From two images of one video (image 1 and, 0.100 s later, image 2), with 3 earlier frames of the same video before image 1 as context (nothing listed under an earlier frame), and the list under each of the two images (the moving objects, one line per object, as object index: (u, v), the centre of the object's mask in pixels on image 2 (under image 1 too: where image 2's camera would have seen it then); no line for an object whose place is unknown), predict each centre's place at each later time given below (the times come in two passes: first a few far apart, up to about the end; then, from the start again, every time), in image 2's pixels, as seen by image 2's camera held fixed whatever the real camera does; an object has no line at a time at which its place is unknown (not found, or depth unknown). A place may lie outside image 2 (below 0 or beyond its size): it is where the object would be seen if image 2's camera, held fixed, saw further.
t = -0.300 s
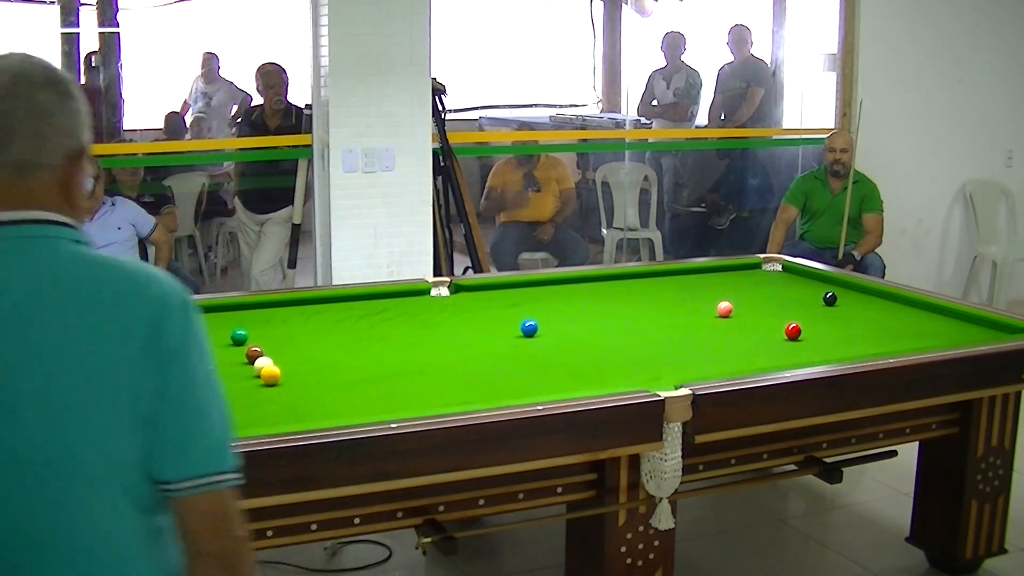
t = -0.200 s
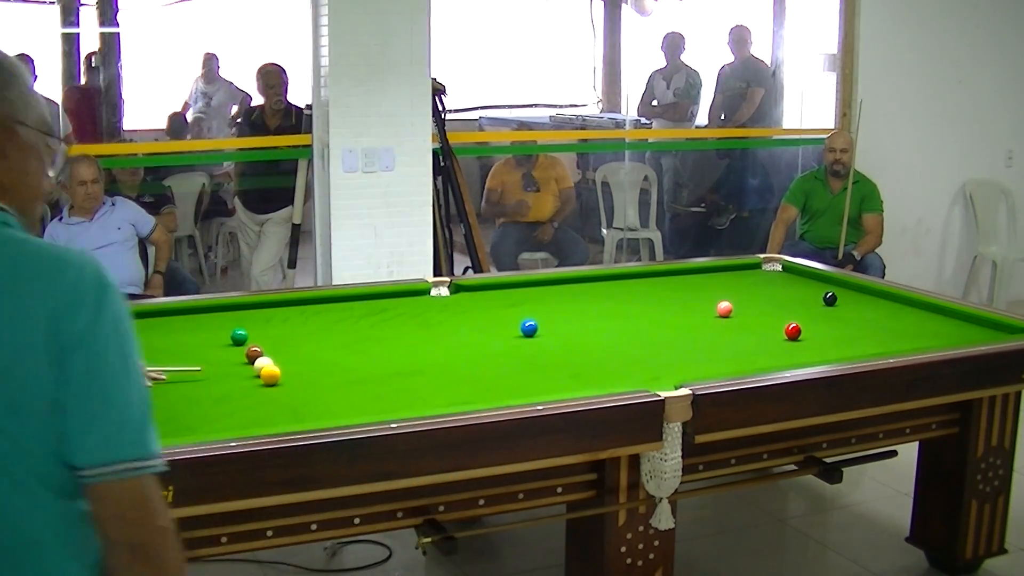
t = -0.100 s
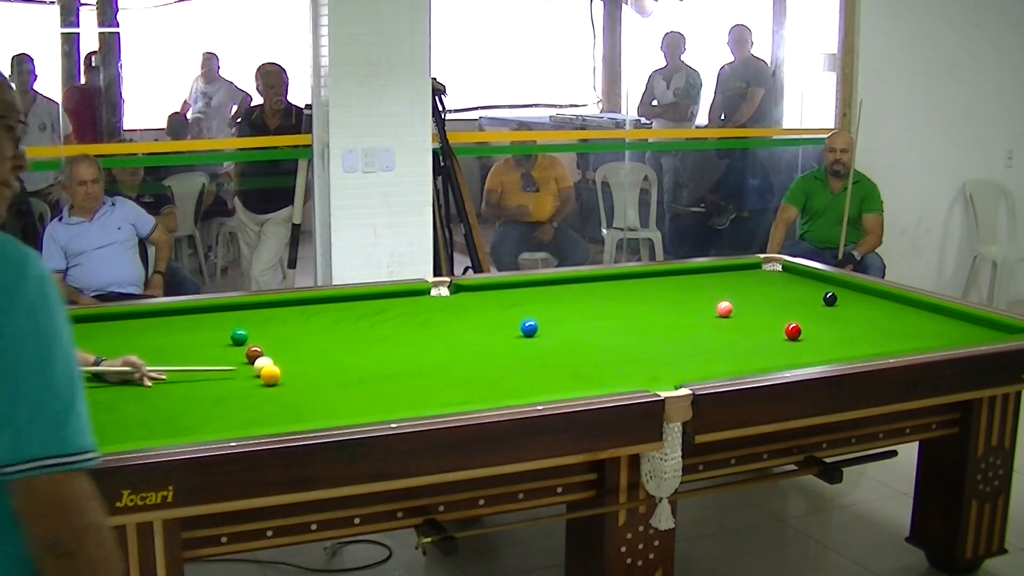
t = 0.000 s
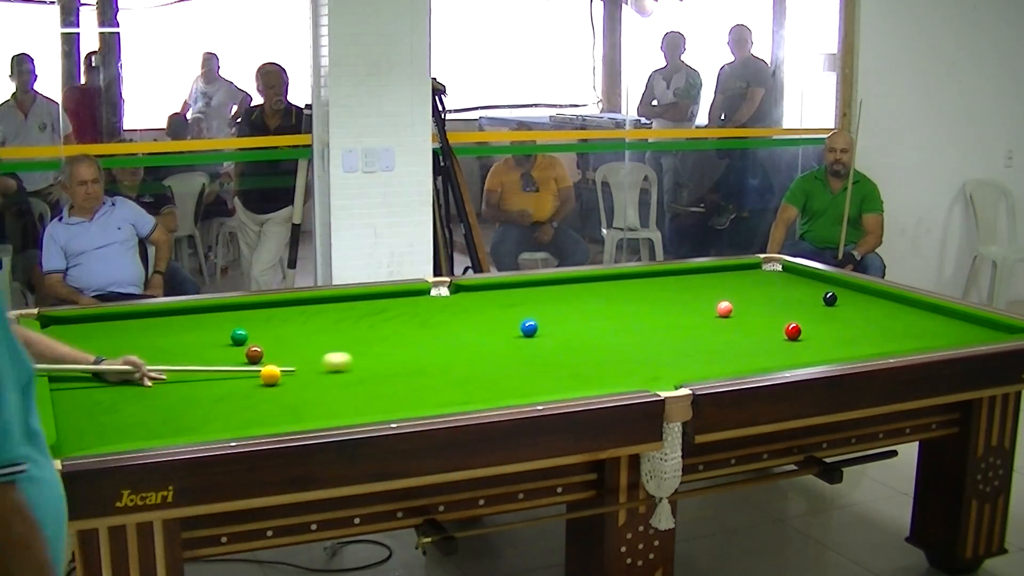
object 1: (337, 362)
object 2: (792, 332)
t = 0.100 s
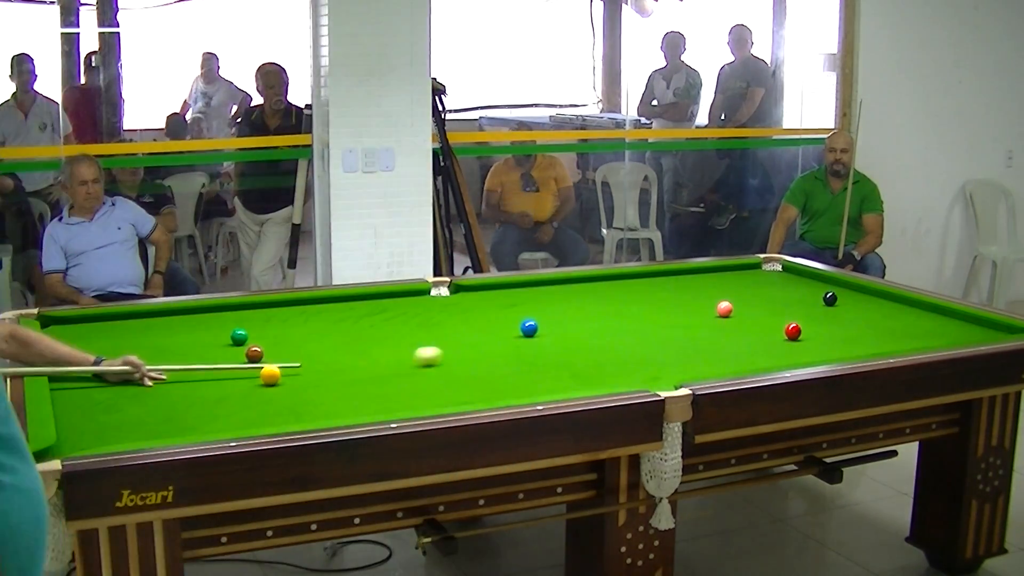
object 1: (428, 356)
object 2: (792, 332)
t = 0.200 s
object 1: (507, 351)
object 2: (793, 332)
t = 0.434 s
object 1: (651, 341)
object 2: (793, 332)
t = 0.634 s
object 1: (750, 334)
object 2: (793, 332)
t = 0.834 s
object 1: (785, 331)
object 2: (847, 328)
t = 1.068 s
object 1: (808, 329)
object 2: (912, 324)
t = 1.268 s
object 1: (827, 328)
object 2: (962, 320)
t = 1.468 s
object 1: (844, 326)
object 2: (958, 323)
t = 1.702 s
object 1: (863, 324)
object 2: (932, 328)
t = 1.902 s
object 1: (877, 323)
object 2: (911, 332)
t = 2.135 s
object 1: (893, 321)
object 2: (886, 337)
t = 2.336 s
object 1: (904, 320)
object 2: (865, 341)
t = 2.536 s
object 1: (915, 319)
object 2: (844, 345)
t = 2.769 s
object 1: (925, 318)
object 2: (820, 350)
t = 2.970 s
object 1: (933, 317)
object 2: (800, 354)
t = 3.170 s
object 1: (940, 317)
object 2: (781, 357)
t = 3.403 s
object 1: (946, 316)
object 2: (760, 360)
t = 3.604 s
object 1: (951, 315)
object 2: (742, 363)
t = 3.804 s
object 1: (954, 315)
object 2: (725, 366)
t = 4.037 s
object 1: (958, 315)
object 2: (706, 369)
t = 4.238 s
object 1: (958, 315)
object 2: (690, 372)
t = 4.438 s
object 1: (958, 315)
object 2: (676, 376)
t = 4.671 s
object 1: (958, 315)
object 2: (661, 380)
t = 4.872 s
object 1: (958, 315)
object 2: (649, 382)
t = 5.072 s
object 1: (958, 315)
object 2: (638, 382)
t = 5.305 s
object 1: (958, 315)
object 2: (627, 382)
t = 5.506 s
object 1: (958, 315)
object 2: (619, 383)
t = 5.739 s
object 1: (958, 315)
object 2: (611, 383)
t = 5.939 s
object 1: (958, 315)
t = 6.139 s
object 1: (958, 315)
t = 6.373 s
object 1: (958, 315)
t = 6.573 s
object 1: (959, 315)
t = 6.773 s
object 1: (958, 315)
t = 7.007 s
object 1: (958, 315)
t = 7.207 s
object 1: (959, 315)
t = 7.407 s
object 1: (959, 315)
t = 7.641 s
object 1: (958, 315)
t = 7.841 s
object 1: (959, 315)
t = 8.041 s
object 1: (959, 315)
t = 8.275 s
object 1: (959, 315)
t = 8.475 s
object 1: (959, 315)
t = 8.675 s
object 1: (959, 315)
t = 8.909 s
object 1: (959, 315)
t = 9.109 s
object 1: (959, 315)
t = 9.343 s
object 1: (959, 315)
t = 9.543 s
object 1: (959, 315)
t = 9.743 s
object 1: (959, 315)
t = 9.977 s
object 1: (959, 315)
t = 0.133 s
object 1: (455, 354)
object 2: (792, 332)
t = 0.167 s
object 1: (482, 353)
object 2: (792, 332)
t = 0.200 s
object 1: (507, 351)
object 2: (793, 332)
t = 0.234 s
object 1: (531, 349)
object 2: (792, 332)
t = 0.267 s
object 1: (553, 348)
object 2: (793, 332)
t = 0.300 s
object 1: (575, 346)
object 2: (792, 332)
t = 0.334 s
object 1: (596, 345)
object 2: (792, 332)
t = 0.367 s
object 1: (615, 344)
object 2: (792, 332)
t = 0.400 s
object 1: (634, 342)
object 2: (792, 332)
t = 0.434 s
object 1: (651, 341)
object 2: (793, 332)
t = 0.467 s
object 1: (669, 340)
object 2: (792, 332)
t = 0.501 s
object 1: (685, 339)
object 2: (792, 332)
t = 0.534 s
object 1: (702, 337)
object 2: (792, 332)
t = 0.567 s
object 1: (718, 336)
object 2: (792, 332)
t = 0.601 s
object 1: (734, 335)
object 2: (793, 332)
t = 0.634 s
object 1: (750, 334)
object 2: (793, 332)
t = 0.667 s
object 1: (766, 333)
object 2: (792, 332)
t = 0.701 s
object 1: (778, 332)
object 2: (796, 332)
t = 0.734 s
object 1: (778, 332)
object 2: (810, 331)
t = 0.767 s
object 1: (779, 332)
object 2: (823, 330)
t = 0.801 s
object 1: (781, 332)
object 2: (835, 329)
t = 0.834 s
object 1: (785, 331)
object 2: (847, 328)
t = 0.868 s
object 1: (788, 331)
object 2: (858, 327)
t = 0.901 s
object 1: (791, 331)
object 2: (867, 327)
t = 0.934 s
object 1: (795, 330)
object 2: (877, 326)
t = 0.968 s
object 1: (798, 330)
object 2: (886, 326)
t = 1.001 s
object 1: (801, 330)
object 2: (894, 325)
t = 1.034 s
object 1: (805, 330)
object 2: (903, 325)
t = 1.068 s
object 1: (808, 329)
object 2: (912, 324)
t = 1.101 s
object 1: (811, 329)
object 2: (921, 323)
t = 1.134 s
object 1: (815, 328)
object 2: (929, 323)
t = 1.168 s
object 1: (818, 328)
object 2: (937, 322)
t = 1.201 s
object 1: (821, 328)
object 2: (945, 321)
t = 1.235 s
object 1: (824, 328)
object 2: (954, 321)
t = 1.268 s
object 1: (827, 328)
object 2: (962, 320)
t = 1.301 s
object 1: (830, 327)
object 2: (970, 320)
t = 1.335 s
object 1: (833, 327)
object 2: (975, 320)
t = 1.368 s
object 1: (836, 327)
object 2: (969, 321)
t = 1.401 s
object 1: (839, 326)
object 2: (965, 321)
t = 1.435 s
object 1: (842, 326)
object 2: (962, 322)
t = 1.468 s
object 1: (844, 326)
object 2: (958, 323)
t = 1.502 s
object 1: (847, 326)
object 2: (954, 323)
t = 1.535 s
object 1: (850, 326)
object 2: (951, 324)
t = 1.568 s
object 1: (853, 325)
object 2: (947, 325)
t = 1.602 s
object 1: (855, 325)
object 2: (943, 325)
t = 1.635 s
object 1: (858, 325)
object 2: (939, 326)
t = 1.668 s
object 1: (860, 324)
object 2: (936, 327)
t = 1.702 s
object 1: (863, 324)
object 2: (932, 328)
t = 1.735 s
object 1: (866, 324)
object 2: (929, 329)
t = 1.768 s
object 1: (868, 324)
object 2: (925, 329)
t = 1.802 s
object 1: (870, 324)
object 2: (922, 330)
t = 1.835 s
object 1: (873, 323)
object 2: (918, 331)
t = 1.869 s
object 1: (875, 323)
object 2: (914, 332)
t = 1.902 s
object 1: (877, 323)
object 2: (911, 332)
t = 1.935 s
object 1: (880, 323)
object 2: (907, 333)
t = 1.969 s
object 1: (882, 322)
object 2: (903, 334)
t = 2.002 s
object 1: (884, 322)
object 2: (900, 334)
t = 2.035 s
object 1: (886, 322)
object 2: (896, 335)
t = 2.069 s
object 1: (888, 321)
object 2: (893, 336)
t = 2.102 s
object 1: (891, 321)
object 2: (889, 336)
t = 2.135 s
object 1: (893, 321)
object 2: (886, 337)
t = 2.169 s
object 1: (895, 321)
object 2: (882, 338)
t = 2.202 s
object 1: (897, 321)
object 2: (879, 338)
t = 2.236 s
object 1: (898, 321)
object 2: (875, 339)
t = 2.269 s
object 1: (900, 321)
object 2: (872, 340)
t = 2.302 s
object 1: (902, 320)
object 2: (868, 341)
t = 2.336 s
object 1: (904, 320)
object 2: (865, 341)
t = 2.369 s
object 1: (906, 320)
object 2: (861, 342)
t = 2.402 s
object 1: (908, 320)
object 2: (858, 343)
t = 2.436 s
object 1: (909, 320)
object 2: (855, 343)
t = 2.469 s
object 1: (911, 320)
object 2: (851, 344)
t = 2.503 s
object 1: (913, 319)
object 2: (848, 345)
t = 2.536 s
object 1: (915, 319)
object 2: (844, 345)
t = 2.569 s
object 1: (916, 319)
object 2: (841, 346)
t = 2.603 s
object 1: (918, 319)
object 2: (837, 347)
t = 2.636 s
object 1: (919, 319)
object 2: (834, 347)
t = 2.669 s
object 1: (921, 319)
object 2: (831, 348)
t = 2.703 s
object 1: (922, 318)
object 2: (827, 349)
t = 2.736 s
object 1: (924, 318)
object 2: (824, 349)
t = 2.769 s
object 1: (925, 318)
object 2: (820, 350)
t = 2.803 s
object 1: (927, 318)
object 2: (817, 351)
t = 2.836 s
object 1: (928, 318)
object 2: (814, 351)
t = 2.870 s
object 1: (929, 318)
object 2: (810, 352)
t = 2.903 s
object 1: (931, 317)
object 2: (807, 352)
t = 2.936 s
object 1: (932, 317)
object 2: (804, 353)
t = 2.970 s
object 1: (933, 317)
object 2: (800, 354)
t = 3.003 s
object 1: (934, 317)
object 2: (797, 354)
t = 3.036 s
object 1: (935, 317)
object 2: (794, 355)
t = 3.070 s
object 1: (937, 317)
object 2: (791, 355)
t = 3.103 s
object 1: (938, 317)
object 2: (788, 356)
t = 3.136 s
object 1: (939, 316)
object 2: (785, 356)
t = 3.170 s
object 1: (940, 317)
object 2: (781, 357)
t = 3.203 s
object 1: (941, 316)
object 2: (778, 357)
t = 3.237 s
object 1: (942, 316)
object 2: (775, 358)
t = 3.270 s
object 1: (943, 316)
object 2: (772, 358)
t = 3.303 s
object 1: (944, 316)
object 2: (769, 359)
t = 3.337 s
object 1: (945, 316)
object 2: (766, 359)
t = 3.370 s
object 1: (946, 316)
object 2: (763, 360)
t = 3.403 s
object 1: (946, 316)
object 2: (760, 360)
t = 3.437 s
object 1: (947, 316)
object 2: (756, 361)
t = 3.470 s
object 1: (948, 316)
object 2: (754, 361)
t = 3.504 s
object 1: (949, 316)
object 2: (751, 362)
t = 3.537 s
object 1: (949, 316)
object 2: (748, 362)
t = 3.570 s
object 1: (950, 315)
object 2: (745, 363)
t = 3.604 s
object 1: (951, 315)
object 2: (742, 363)
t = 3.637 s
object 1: (951, 315)
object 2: (739, 364)
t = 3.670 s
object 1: (952, 315)
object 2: (736, 364)
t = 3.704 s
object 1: (953, 315)
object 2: (733, 365)
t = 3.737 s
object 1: (953, 315)
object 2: (730, 365)
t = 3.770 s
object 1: (954, 315)
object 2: (727, 365)
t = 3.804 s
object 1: (954, 315)
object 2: (725, 366)
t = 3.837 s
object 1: (955, 315)
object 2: (722, 367)
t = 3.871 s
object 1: (955, 315)
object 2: (719, 367)
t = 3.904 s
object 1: (956, 315)
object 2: (716, 367)
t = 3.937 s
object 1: (957, 315)
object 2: (714, 368)
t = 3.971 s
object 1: (957, 315)
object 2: (711, 368)
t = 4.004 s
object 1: (957, 315)
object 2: (708, 369)
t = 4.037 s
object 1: (958, 315)
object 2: (706, 369)
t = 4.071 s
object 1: (958, 315)
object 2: (703, 370)
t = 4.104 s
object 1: (958, 315)
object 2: (700, 370)
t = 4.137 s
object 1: (958, 315)
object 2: (698, 370)
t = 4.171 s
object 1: (958, 315)
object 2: (695, 371)
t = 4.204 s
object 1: (958, 315)
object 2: (693, 371)
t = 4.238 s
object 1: (958, 315)
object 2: (690, 372)
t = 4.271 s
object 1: (958, 315)
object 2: (688, 372)
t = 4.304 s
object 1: (958, 315)
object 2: (685, 373)
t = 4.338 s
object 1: (958, 315)
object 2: (683, 373)
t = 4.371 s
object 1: (958, 315)
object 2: (680, 374)
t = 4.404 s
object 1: (958, 315)
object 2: (678, 375)
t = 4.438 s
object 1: (958, 315)
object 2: (676, 376)
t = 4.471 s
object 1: (958, 315)
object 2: (673, 377)
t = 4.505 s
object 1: (958, 315)
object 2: (671, 378)
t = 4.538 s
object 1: (958, 315)
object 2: (669, 378)
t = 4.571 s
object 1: (958, 315)
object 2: (667, 379)
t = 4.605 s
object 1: (958, 315)
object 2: (665, 379)
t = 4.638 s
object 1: (958, 315)
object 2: (663, 380)
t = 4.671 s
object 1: (958, 315)
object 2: (661, 380)
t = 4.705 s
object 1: (958, 315)
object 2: (658, 380)
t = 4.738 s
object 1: (958, 315)
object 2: (656, 381)
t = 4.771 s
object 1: (958, 315)
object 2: (654, 381)
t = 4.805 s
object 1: (958, 315)
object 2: (653, 381)
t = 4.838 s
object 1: (958, 315)
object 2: (651, 381)
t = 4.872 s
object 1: (958, 315)
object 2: (649, 382)
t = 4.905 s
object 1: (958, 315)
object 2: (647, 382)
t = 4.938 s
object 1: (958, 315)
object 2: (645, 382)
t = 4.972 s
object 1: (958, 315)
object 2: (644, 382)
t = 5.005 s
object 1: (958, 315)
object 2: (642, 382)
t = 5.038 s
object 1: (958, 315)
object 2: (640, 382)
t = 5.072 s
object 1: (958, 315)
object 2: (638, 382)
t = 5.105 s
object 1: (958, 315)
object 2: (637, 382)
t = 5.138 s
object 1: (958, 315)
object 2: (635, 382)
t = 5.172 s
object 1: (958, 315)
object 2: (633, 382)
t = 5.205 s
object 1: (958, 315)
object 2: (631, 382)
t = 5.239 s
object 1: (958, 315)
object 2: (630, 382)
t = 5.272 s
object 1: (958, 315)
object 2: (628, 382)
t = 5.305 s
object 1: (958, 315)
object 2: (627, 382)
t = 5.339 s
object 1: (958, 315)
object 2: (625, 383)
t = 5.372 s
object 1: (958, 315)
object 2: (624, 383)
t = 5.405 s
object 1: (958, 315)
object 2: (623, 383)
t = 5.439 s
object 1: (958, 315)
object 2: (621, 383)
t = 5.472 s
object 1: (958, 315)
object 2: (620, 383)
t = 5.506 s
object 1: (958, 315)
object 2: (619, 383)
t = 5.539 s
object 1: (958, 315)
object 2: (618, 383)
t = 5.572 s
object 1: (958, 315)
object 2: (616, 383)
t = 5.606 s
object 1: (958, 315)
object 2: (615, 383)
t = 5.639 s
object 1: (958, 315)
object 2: (614, 383)
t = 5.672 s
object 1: (958, 315)
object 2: (613, 383)
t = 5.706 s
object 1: (958, 315)
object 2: (612, 383)
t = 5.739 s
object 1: (958, 315)
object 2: (611, 383)
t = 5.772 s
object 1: (958, 315)
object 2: (610, 383)
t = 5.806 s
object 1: (958, 315)
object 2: (609, 383)
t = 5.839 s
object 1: (958, 315)
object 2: (608, 383)
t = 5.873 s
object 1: (958, 315)
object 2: (607, 383)
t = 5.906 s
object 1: (958, 315)
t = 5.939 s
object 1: (958, 315)
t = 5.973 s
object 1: (958, 315)
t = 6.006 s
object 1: (958, 315)
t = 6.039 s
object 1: (958, 315)
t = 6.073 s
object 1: (958, 315)
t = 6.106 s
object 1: (958, 315)
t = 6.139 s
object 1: (958, 315)
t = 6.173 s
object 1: (958, 315)
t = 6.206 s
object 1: (958, 315)
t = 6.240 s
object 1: (958, 315)
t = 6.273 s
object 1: (958, 315)
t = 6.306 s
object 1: (958, 315)
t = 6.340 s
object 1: (958, 315)
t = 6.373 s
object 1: (958, 315)
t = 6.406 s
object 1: (958, 315)
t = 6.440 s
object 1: (958, 315)
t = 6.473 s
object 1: (959, 315)
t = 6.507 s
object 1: (958, 315)
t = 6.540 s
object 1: (959, 315)
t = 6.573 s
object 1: (959, 315)
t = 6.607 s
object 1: (959, 315)
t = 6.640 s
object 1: (958, 315)
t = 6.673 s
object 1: (958, 315)
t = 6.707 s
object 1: (959, 315)
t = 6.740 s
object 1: (958, 315)
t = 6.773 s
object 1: (958, 315)
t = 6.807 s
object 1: (959, 315)
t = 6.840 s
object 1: (959, 315)
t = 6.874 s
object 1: (959, 315)
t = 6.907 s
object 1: (959, 315)
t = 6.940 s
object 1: (958, 315)
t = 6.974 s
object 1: (959, 315)
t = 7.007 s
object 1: (958, 315)
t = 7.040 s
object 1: (959, 315)
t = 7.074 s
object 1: (959, 315)
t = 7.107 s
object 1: (959, 315)
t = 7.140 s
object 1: (959, 315)
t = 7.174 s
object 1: (959, 315)
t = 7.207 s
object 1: (959, 315)
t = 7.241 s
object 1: (959, 315)
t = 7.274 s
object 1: (959, 315)
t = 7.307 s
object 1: (958, 315)
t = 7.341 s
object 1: (959, 315)
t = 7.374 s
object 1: (959, 315)
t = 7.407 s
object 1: (959, 315)
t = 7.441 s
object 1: (959, 315)
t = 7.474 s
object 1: (959, 315)
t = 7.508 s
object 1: (959, 315)
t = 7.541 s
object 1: (959, 315)
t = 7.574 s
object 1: (959, 315)
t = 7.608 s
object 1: (959, 315)
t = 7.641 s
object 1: (958, 315)
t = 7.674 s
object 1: (958, 315)
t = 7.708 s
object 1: (959, 315)
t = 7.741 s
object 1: (959, 315)
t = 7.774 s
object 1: (959, 315)
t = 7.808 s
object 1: (959, 315)
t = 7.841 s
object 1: (959, 315)
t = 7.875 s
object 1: (959, 315)
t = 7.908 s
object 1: (959, 315)
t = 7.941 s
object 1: (959, 315)
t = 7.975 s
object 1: (959, 315)
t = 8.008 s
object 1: (959, 315)
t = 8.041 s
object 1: (959, 315)
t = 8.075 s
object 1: (959, 315)
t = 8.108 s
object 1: (959, 315)
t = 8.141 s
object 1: (959, 315)
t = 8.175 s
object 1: (959, 315)
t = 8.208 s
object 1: (959, 315)
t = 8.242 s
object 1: (959, 315)
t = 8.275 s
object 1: (959, 315)
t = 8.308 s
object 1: (959, 315)
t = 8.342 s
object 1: (959, 315)
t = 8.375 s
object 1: (958, 315)
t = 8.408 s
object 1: (958, 315)
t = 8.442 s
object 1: (959, 315)
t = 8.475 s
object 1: (959, 315)
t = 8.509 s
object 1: (959, 315)
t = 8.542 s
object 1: (959, 315)
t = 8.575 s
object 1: (959, 315)
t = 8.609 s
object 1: (959, 315)
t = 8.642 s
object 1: (959, 315)
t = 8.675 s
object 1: (959, 315)
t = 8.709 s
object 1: (959, 315)
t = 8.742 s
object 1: (959, 315)
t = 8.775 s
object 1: (959, 315)
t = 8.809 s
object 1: (959, 315)
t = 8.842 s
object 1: (959, 315)
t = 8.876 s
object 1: (959, 315)
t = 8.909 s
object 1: (959, 315)
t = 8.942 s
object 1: (959, 315)
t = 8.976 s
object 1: (959, 315)
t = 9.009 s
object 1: (959, 315)
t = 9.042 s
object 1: (959, 315)
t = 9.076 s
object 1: (959, 315)
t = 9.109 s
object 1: (959, 315)
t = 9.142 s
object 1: (959, 315)
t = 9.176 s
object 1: (959, 315)
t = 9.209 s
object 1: (959, 315)
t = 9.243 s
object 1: (959, 315)
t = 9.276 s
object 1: (959, 315)
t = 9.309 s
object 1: (959, 315)
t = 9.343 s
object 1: (959, 315)
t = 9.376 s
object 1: (959, 315)
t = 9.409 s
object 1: (959, 315)
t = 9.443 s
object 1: (959, 315)
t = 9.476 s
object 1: (959, 315)
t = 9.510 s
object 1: (959, 315)
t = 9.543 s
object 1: (959, 315)
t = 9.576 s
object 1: (959, 315)
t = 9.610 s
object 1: (959, 315)
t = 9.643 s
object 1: (959, 315)
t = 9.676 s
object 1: (959, 315)
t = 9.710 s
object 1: (959, 315)
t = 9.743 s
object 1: (959, 315)
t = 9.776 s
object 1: (959, 315)
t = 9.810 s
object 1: (959, 315)
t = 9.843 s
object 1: (959, 315)
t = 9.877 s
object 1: (959, 315)
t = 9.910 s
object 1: (959, 315)
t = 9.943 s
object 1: (959, 315)
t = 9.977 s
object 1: (959, 315)
